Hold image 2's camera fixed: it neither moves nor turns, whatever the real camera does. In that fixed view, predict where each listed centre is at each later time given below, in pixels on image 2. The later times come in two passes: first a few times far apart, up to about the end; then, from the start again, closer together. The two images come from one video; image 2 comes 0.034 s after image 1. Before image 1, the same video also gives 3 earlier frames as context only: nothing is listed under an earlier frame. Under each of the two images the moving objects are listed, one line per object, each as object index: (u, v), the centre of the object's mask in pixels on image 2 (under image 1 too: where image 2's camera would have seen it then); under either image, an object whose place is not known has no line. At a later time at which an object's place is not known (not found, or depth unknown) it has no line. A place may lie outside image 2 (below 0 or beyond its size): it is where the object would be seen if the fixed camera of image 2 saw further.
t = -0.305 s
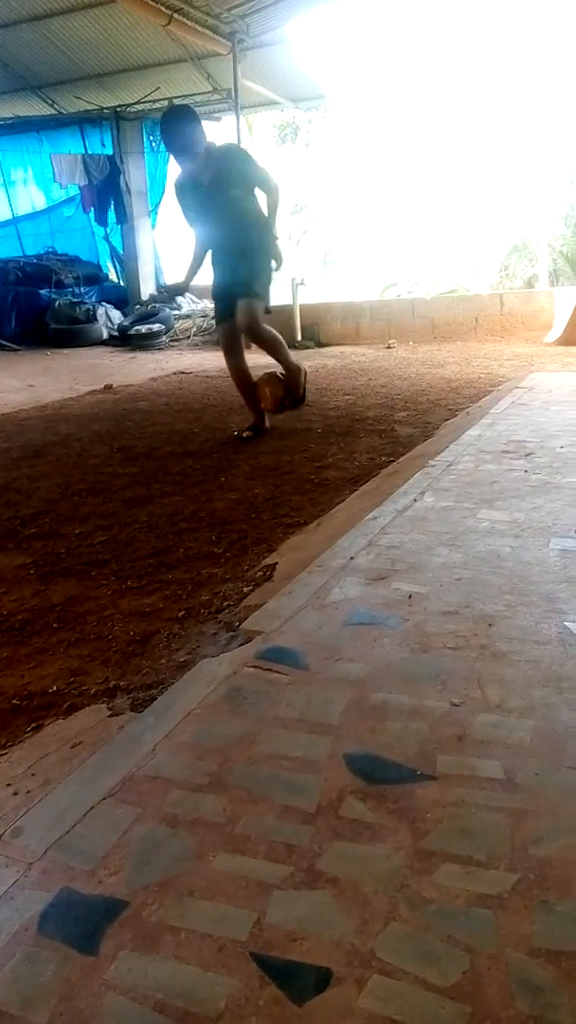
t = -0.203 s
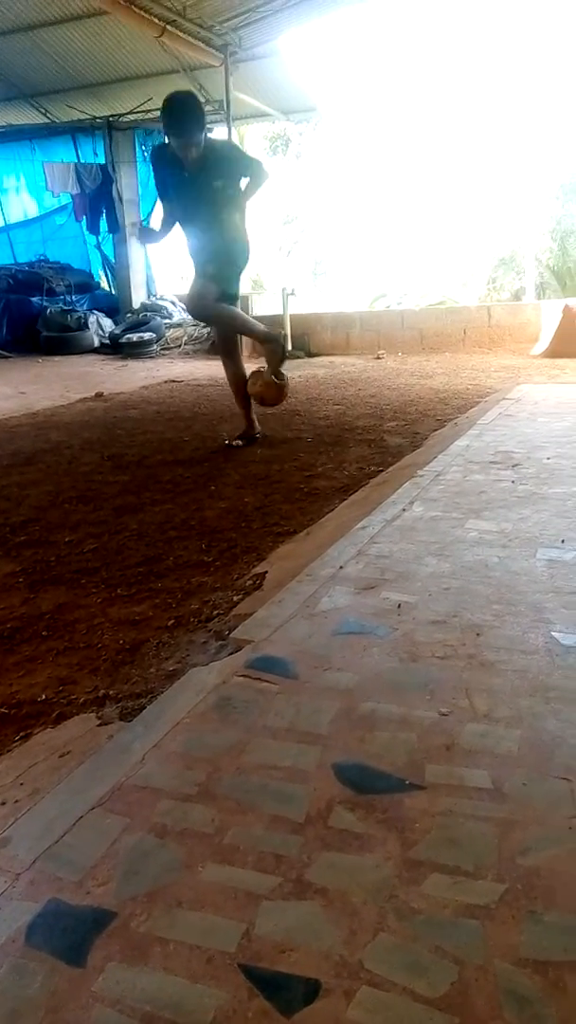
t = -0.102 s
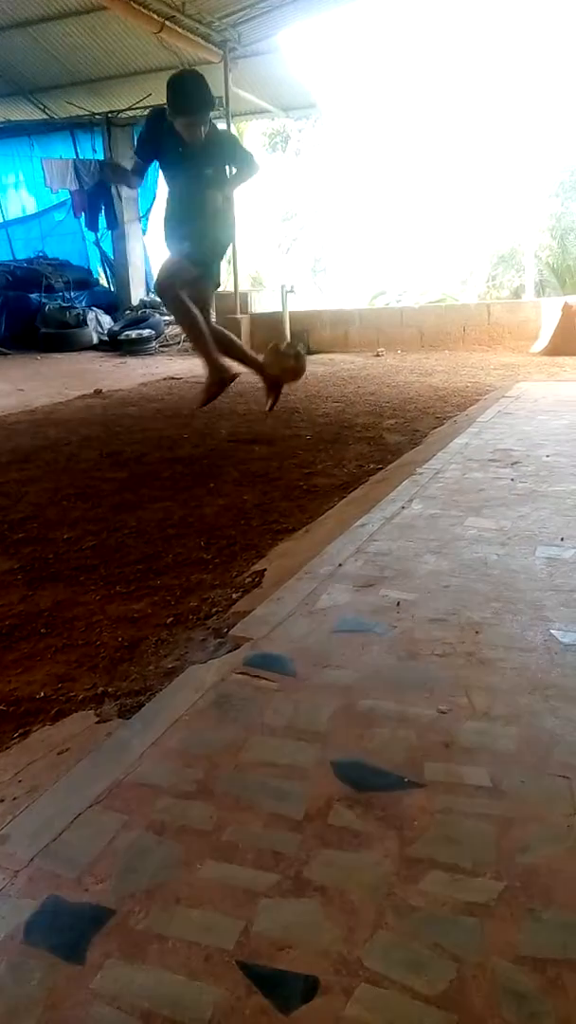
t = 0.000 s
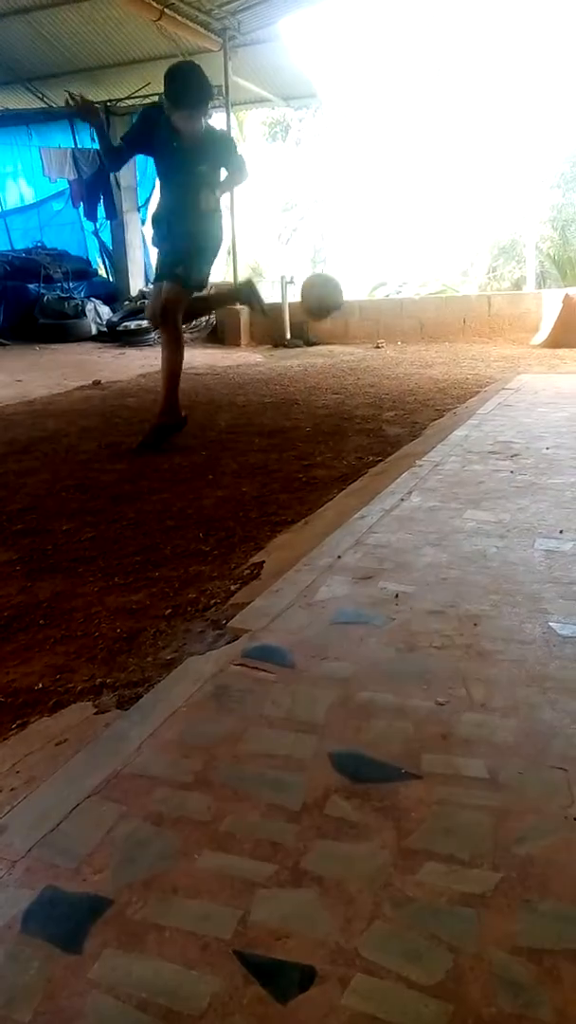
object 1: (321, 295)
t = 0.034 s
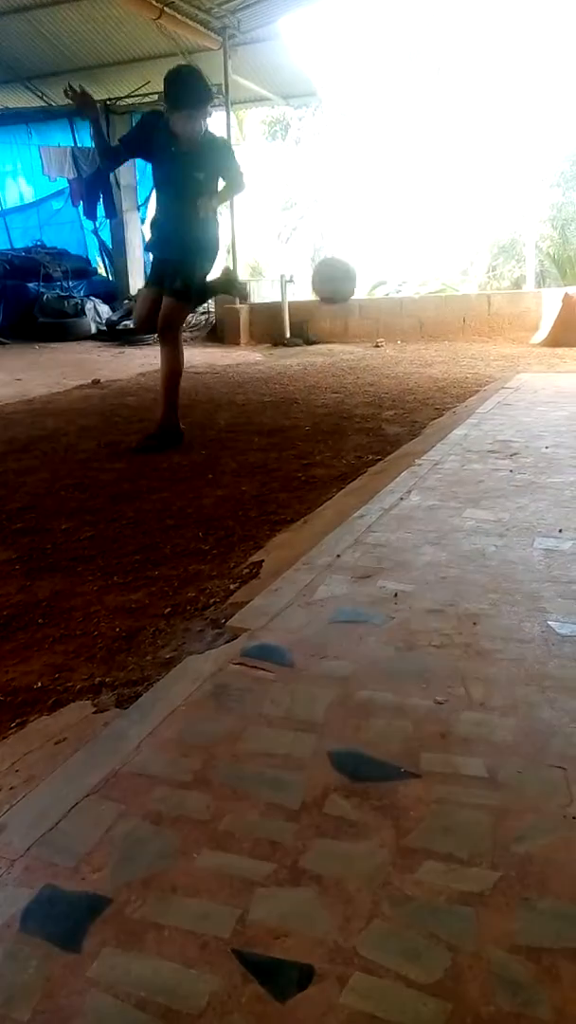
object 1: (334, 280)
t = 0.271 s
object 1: (434, 248)
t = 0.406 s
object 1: (494, 292)
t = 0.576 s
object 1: (550, 414)
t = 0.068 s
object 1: (347, 268)
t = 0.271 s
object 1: (434, 248)
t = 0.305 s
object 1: (449, 254)
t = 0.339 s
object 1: (464, 263)
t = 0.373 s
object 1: (479, 276)
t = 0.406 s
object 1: (494, 292)
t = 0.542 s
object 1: (545, 384)
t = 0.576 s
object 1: (550, 414)
